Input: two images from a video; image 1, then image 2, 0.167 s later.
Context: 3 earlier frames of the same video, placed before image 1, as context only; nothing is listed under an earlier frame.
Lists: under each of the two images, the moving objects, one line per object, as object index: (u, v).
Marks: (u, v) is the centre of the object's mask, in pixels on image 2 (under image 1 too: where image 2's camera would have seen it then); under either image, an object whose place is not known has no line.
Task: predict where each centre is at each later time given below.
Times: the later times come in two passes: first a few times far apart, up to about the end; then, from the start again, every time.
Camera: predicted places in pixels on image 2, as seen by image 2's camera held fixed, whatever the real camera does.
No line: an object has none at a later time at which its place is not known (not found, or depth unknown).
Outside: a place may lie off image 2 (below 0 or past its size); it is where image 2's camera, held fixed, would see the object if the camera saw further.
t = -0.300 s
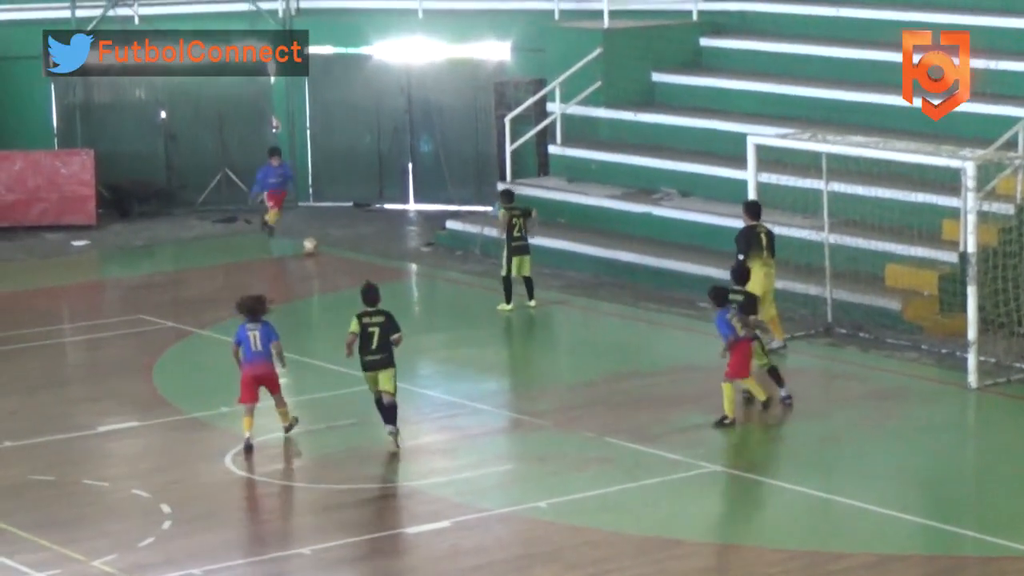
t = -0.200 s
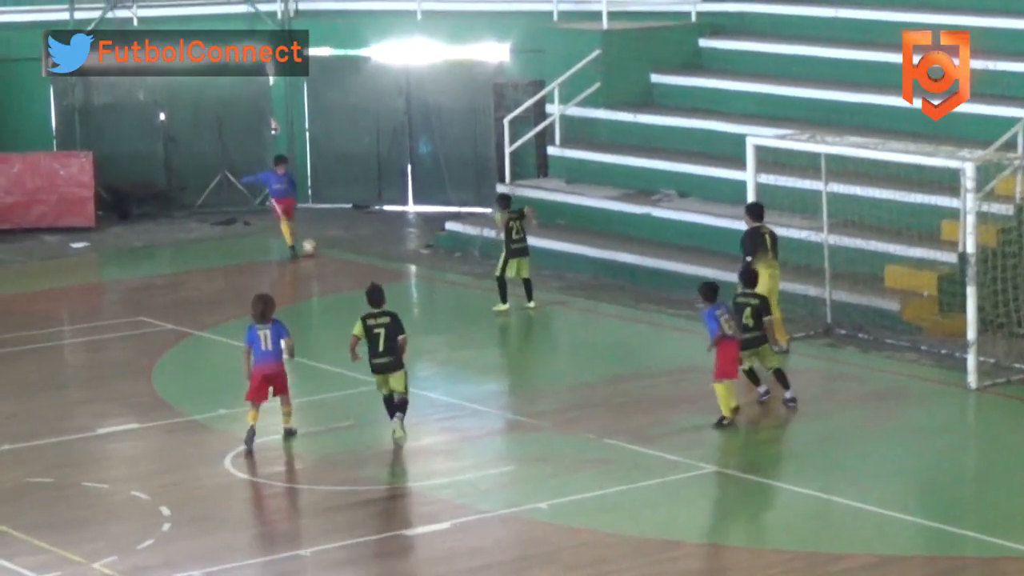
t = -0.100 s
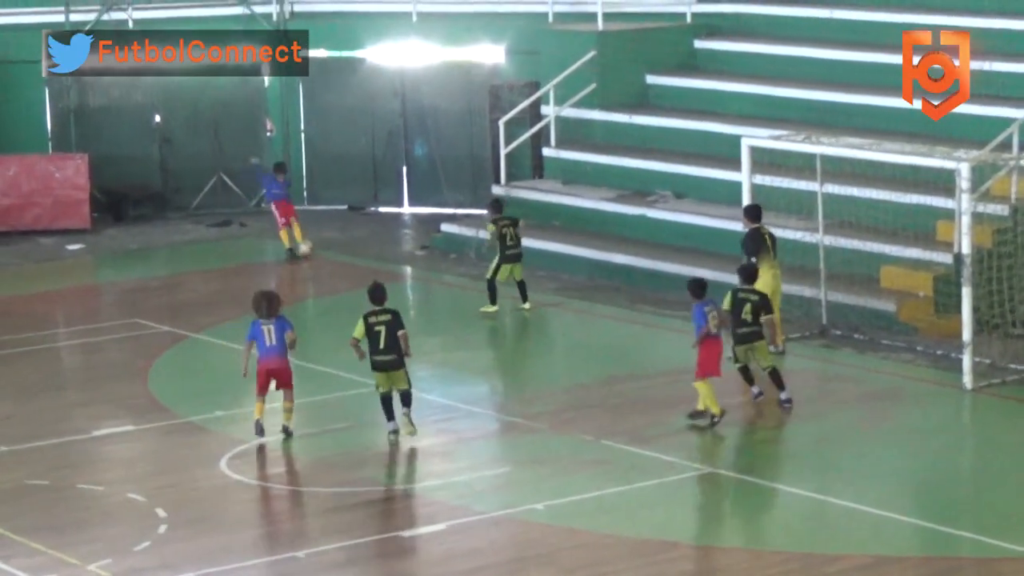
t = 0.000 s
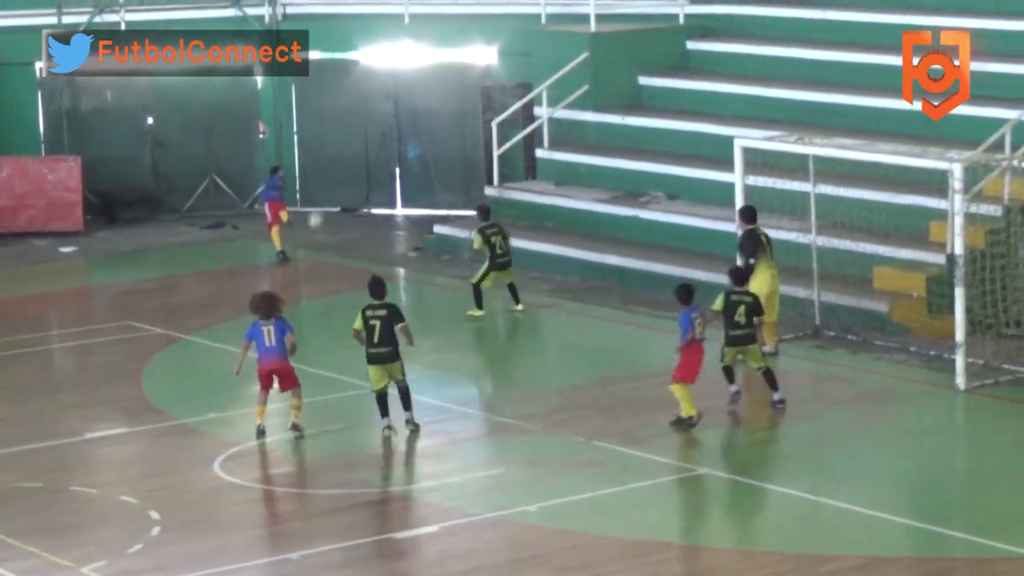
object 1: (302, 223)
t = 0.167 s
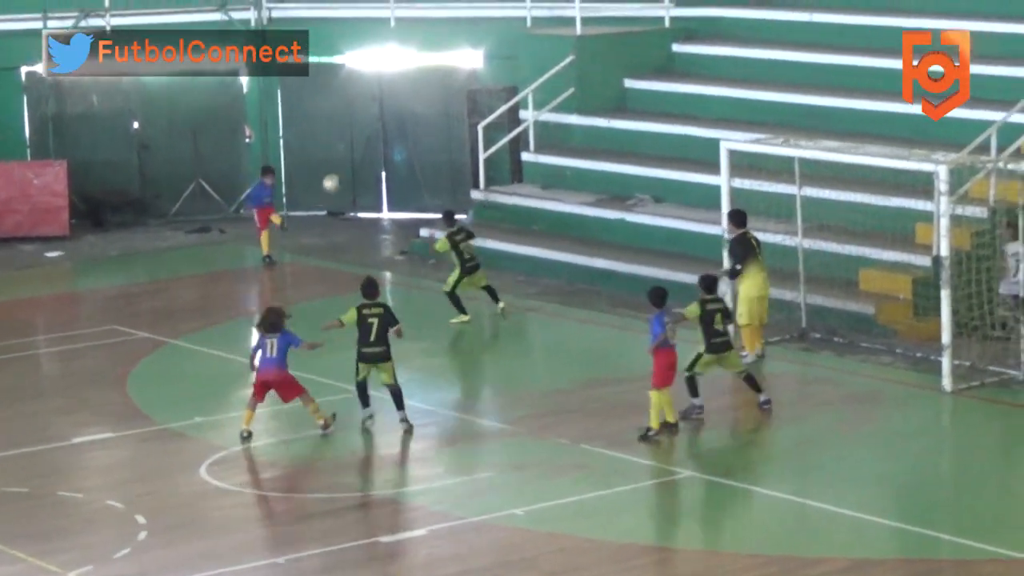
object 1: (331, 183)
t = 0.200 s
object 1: (337, 177)
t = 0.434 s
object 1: (384, 158)
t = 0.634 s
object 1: (429, 176)
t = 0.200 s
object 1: (337, 177)
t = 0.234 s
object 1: (343, 172)
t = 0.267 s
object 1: (351, 168)
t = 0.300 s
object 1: (356, 164)
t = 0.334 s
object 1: (362, 160)
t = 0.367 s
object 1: (369, 158)
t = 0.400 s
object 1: (377, 158)
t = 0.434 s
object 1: (384, 158)
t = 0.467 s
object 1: (390, 158)
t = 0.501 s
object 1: (398, 159)
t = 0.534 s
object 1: (405, 161)
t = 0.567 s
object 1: (414, 166)
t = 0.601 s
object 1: (421, 170)
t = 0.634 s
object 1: (429, 176)
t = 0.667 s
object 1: (437, 183)
